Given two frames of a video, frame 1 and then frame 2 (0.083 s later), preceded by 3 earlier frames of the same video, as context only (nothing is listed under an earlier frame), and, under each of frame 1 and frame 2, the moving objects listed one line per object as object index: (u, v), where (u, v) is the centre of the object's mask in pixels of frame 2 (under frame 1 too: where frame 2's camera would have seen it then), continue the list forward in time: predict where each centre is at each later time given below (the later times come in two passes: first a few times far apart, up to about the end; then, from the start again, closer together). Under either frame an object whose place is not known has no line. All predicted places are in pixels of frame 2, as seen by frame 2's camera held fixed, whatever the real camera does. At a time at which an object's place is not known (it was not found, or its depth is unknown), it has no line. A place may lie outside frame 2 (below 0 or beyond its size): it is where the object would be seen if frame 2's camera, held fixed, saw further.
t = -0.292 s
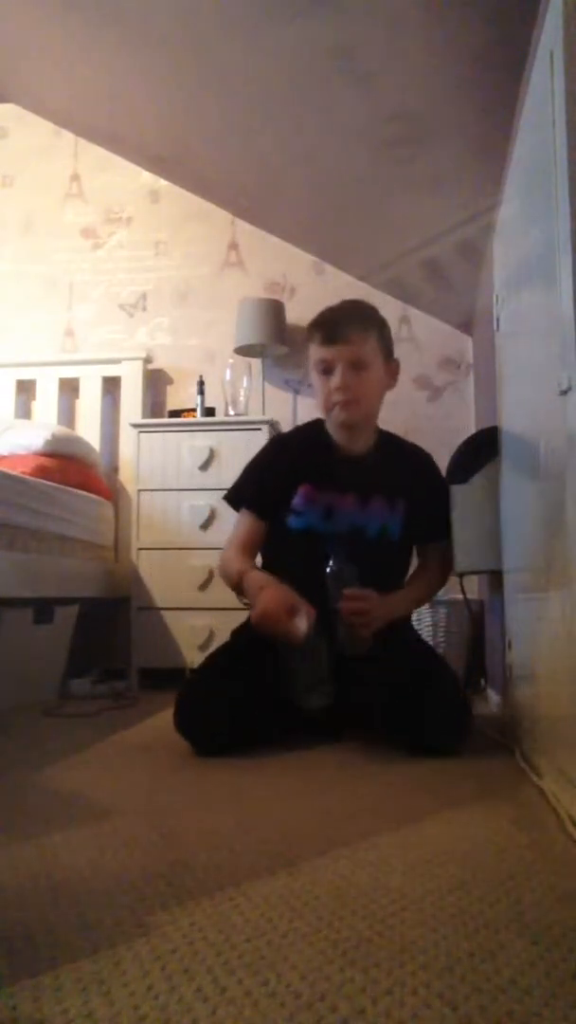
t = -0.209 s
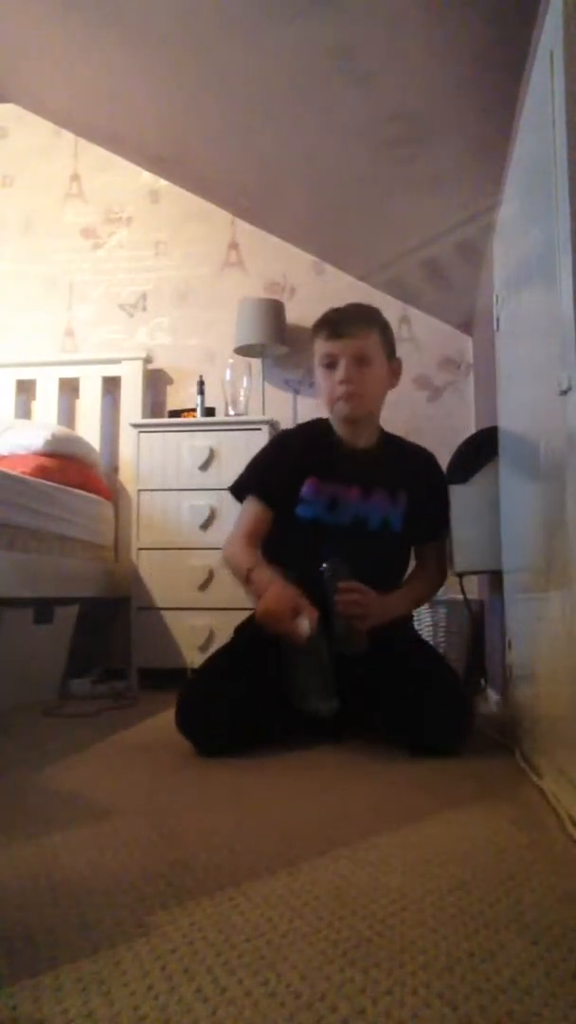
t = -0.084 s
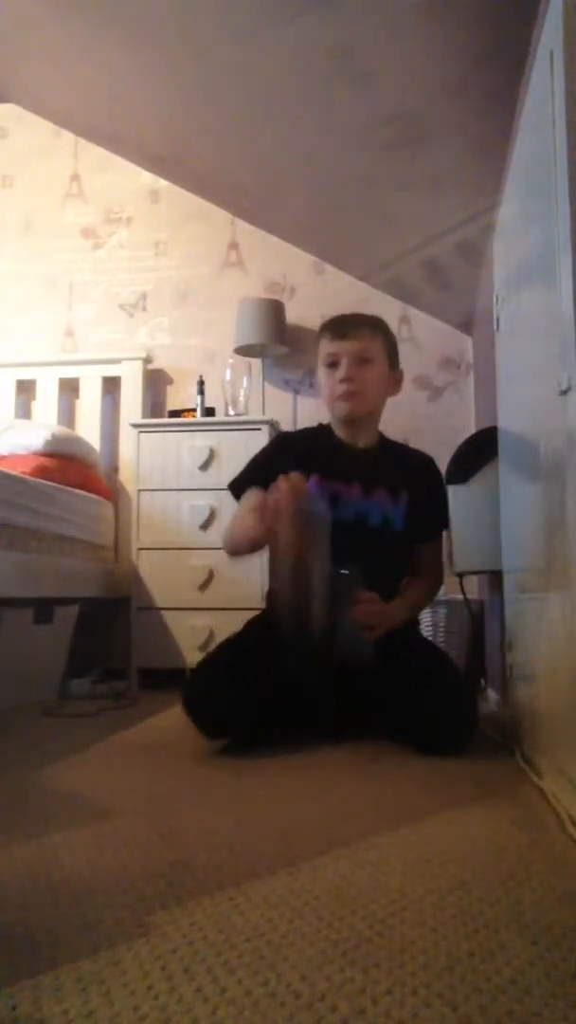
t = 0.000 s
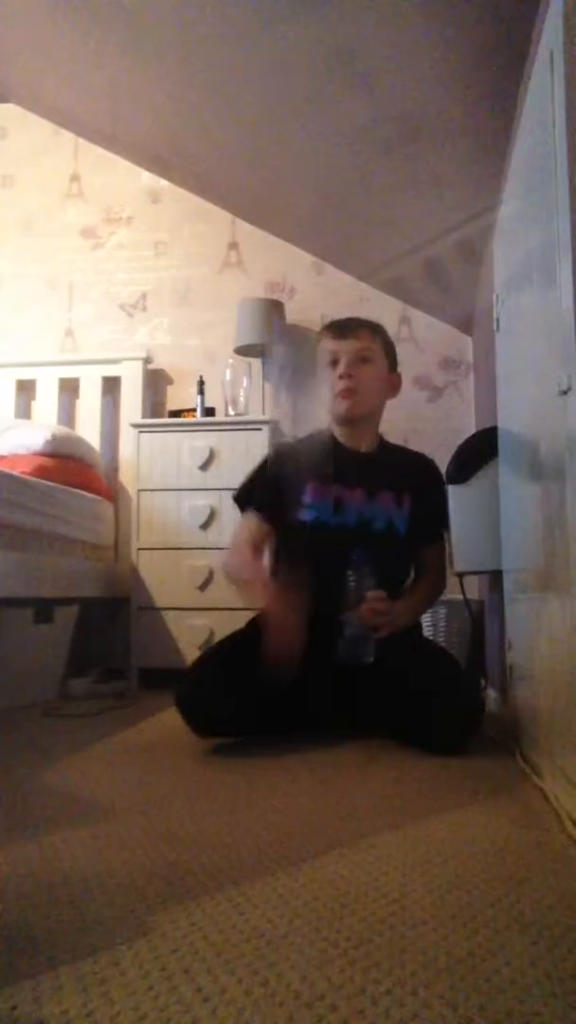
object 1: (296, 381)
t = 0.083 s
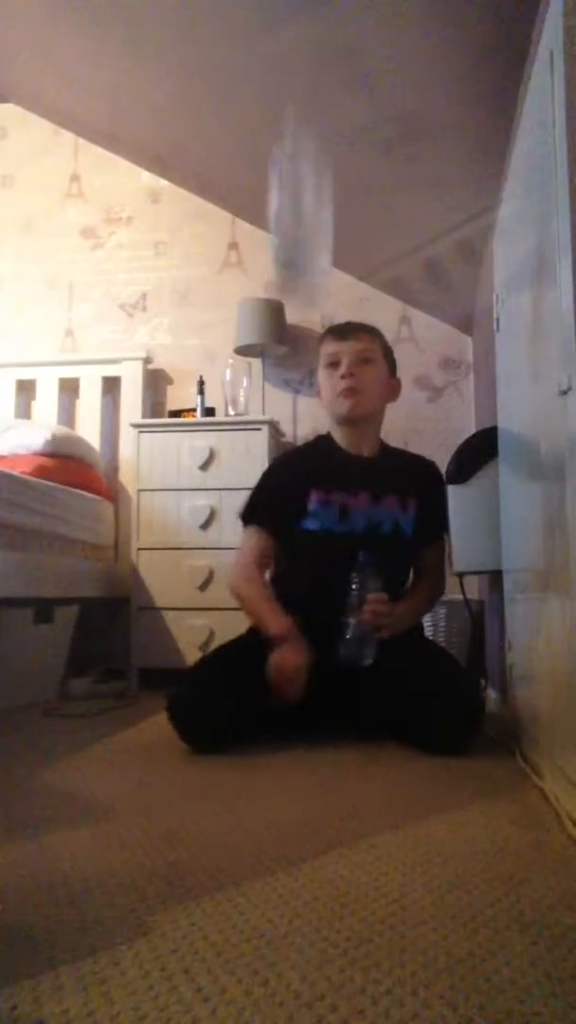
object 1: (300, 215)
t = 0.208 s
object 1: (303, 118)
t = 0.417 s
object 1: (307, 146)
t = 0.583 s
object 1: (309, 454)
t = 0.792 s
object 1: (323, 751)
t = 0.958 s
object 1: (329, 787)
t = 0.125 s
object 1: (302, 170)
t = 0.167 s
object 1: (303, 140)
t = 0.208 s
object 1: (303, 118)
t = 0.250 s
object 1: (304, 81)
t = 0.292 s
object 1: (304, 72)
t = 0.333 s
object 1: (305, 86)
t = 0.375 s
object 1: (306, 102)
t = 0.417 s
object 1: (307, 146)
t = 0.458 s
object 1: (308, 190)
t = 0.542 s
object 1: (310, 340)
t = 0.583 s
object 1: (309, 454)
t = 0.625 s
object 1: (312, 608)
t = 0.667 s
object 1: (311, 735)
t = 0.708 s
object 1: (312, 744)
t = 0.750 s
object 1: (319, 747)
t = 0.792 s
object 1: (323, 751)
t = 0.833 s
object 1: (325, 776)
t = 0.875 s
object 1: (326, 781)
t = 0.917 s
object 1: (329, 784)
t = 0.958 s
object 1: (329, 787)
